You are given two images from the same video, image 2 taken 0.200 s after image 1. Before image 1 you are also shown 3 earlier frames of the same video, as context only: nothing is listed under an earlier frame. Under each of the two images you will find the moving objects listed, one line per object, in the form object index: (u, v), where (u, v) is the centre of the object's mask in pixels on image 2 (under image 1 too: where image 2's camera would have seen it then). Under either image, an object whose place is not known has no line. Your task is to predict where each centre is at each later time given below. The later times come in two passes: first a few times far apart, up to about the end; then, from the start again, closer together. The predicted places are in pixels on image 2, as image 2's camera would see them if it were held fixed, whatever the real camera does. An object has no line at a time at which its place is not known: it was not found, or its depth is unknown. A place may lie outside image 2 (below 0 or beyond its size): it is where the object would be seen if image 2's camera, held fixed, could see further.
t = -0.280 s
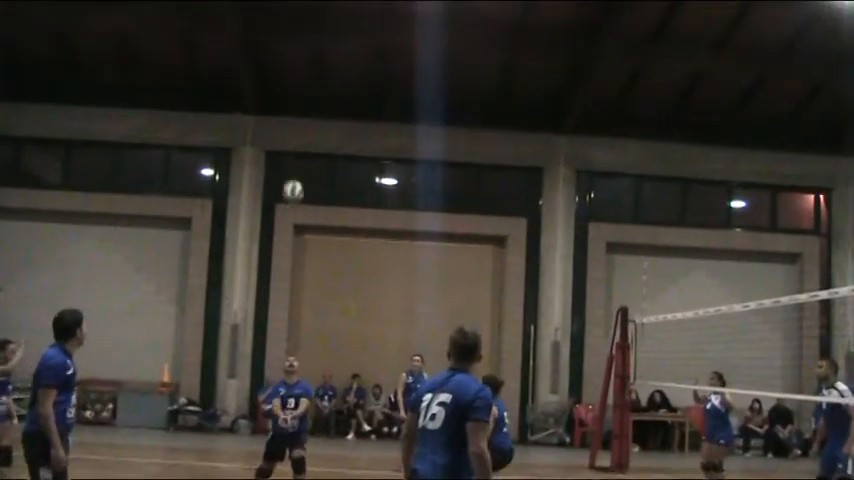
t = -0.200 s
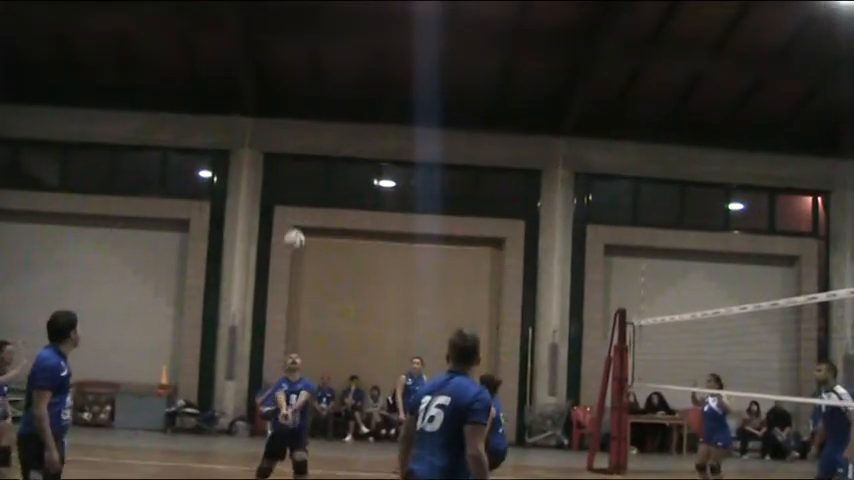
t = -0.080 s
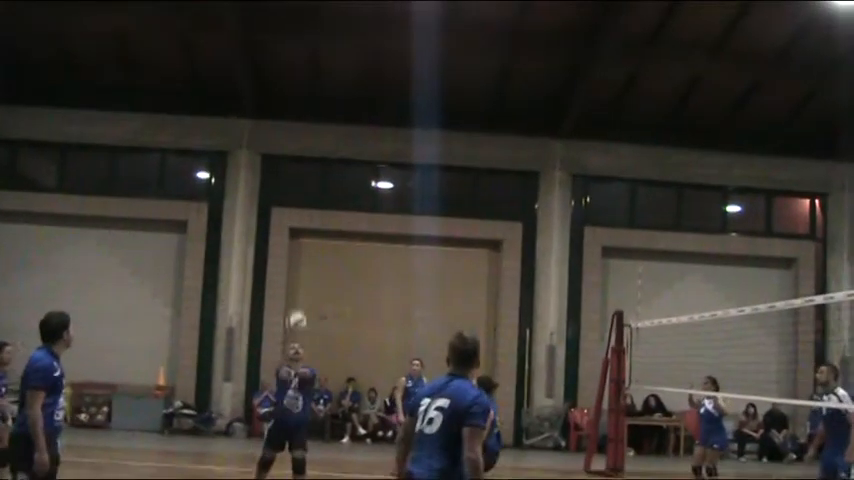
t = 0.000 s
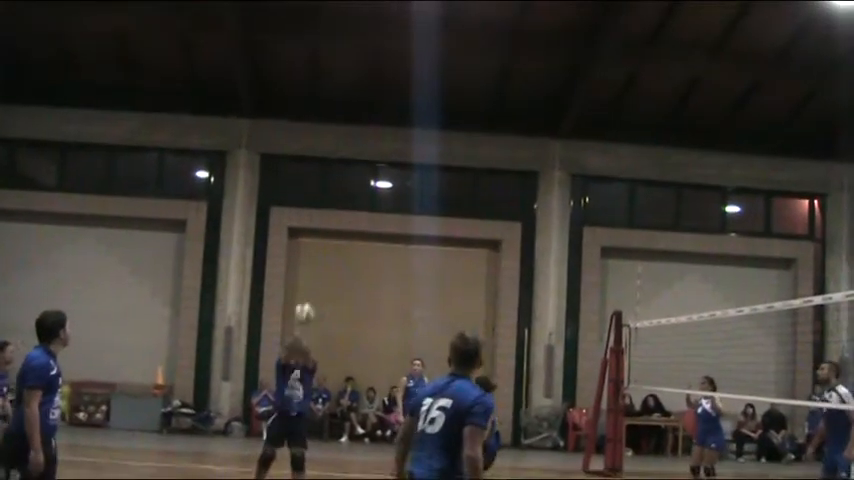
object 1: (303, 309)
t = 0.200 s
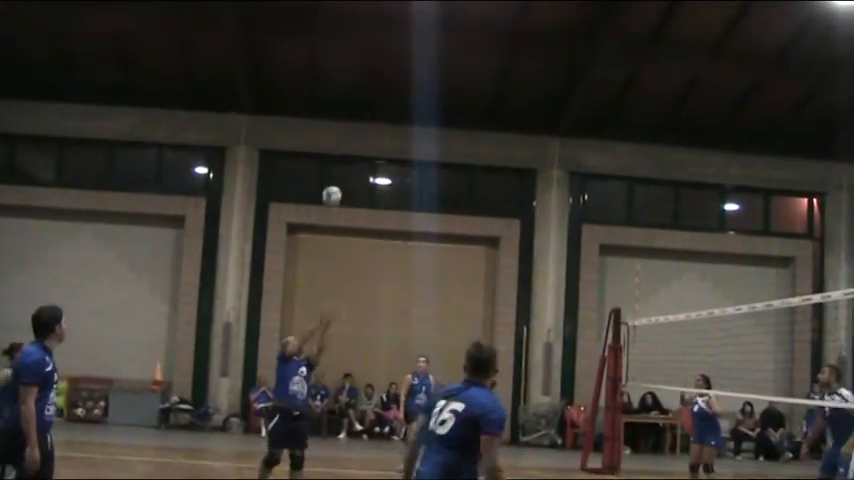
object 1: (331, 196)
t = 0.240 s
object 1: (336, 179)
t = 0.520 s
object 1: (362, 115)
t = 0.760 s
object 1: (376, 113)
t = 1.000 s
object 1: (385, 150)
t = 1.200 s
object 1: (391, 206)
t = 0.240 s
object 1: (336, 179)
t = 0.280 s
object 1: (341, 166)
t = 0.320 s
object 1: (345, 153)
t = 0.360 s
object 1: (349, 142)
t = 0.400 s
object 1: (353, 133)
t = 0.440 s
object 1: (356, 126)
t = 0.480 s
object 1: (359, 119)
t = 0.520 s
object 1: (362, 115)
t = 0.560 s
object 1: (364, 111)
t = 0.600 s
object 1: (367, 109)
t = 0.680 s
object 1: (372, 109)
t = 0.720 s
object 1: (374, 110)
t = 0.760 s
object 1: (376, 113)
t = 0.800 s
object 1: (378, 116)
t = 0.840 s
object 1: (380, 120)
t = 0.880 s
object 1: (381, 127)
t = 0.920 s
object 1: (383, 132)
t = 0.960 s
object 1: (383, 142)
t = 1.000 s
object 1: (385, 150)
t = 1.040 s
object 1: (387, 160)
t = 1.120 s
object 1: (388, 182)
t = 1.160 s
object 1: (389, 195)
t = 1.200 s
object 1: (391, 206)
